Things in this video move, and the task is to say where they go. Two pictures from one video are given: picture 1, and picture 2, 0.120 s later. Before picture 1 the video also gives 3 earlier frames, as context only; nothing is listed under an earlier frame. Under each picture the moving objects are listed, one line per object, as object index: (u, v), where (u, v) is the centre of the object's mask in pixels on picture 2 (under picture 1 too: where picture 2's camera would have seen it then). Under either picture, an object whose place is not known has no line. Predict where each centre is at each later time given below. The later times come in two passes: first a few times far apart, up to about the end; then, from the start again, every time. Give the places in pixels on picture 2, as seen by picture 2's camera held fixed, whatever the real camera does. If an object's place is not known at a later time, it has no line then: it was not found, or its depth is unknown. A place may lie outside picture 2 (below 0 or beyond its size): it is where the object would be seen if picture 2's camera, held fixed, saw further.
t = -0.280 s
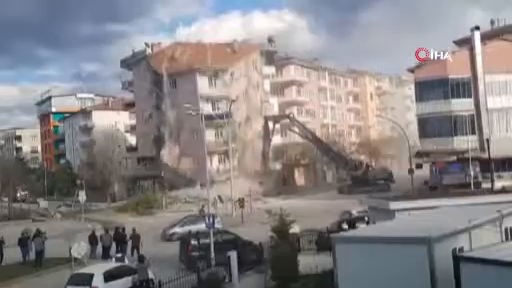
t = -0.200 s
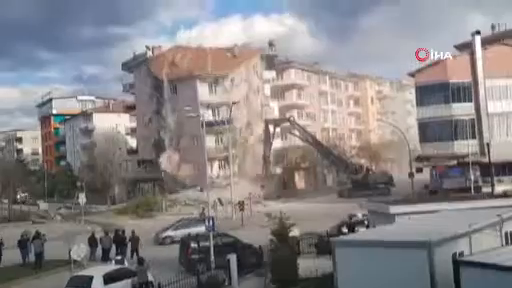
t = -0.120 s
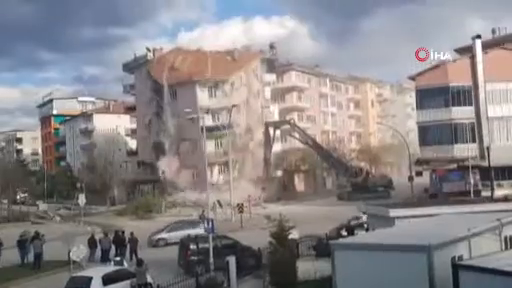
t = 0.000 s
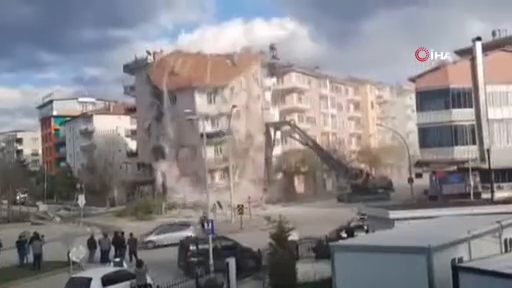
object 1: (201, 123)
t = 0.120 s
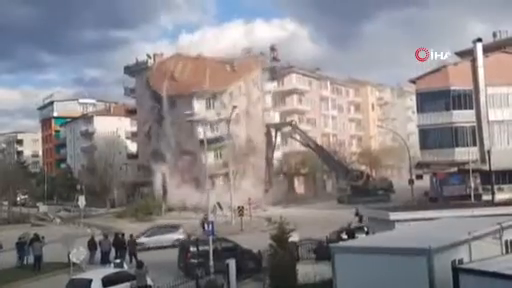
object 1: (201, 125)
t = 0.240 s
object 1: (201, 127)
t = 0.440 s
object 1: (201, 131)
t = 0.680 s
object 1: (199, 139)
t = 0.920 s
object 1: (200, 146)
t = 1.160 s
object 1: (198, 155)
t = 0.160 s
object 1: (200, 126)
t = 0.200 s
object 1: (200, 126)
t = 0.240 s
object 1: (201, 127)
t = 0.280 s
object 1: (201, 128)
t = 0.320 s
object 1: (201, 129)
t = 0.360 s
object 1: (201, 130)
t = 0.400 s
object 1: (201, 130)
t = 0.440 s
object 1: (201, 131)
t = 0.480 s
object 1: (201, 132)
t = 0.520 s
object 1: (201, 133)
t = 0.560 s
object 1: (201, 134)
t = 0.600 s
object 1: (201, 135)
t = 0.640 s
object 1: (199, 137)
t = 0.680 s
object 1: (199, 139)
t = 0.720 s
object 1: (198, 140)
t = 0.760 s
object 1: (199, 140)
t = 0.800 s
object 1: (200, 142)
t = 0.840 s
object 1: (200, 143)
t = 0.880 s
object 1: (200, 144)
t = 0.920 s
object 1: (200, 146)
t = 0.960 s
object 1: (200, 147)
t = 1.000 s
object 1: (199, 149)
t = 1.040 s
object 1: (199, 151)
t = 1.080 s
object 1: (199, 151)
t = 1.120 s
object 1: (198, 153)
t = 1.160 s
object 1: (198, 155)
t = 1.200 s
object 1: (197, 155)
